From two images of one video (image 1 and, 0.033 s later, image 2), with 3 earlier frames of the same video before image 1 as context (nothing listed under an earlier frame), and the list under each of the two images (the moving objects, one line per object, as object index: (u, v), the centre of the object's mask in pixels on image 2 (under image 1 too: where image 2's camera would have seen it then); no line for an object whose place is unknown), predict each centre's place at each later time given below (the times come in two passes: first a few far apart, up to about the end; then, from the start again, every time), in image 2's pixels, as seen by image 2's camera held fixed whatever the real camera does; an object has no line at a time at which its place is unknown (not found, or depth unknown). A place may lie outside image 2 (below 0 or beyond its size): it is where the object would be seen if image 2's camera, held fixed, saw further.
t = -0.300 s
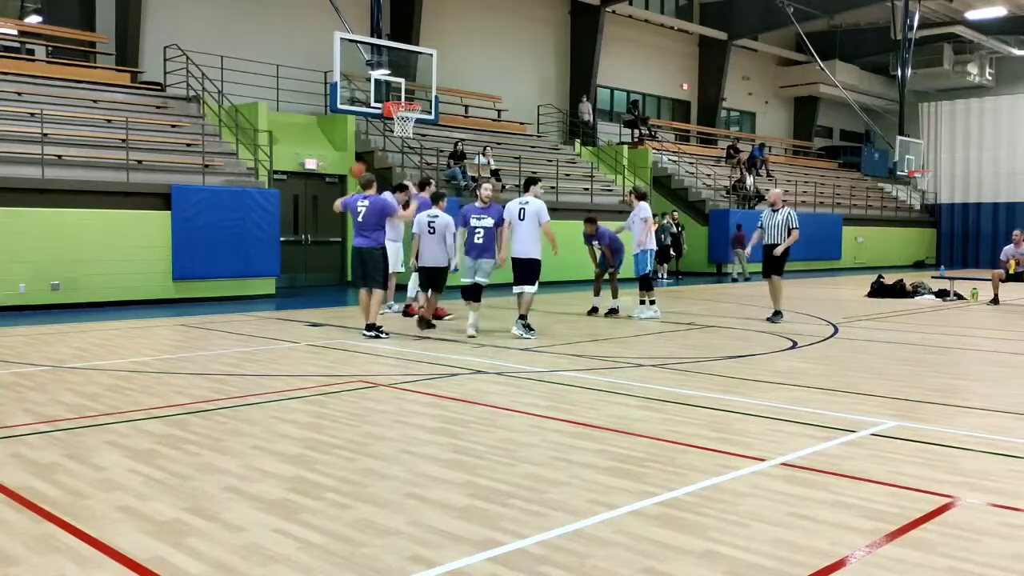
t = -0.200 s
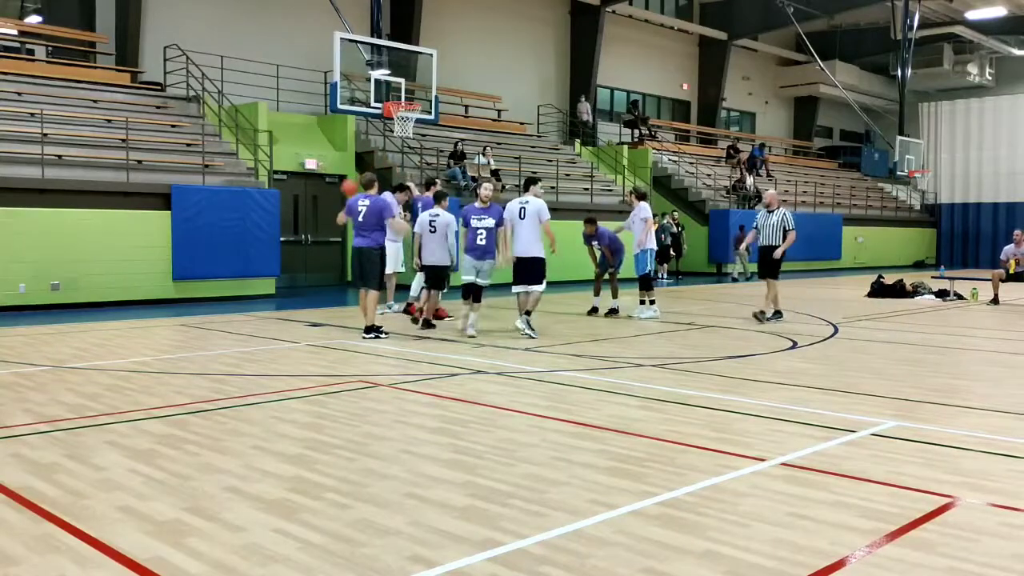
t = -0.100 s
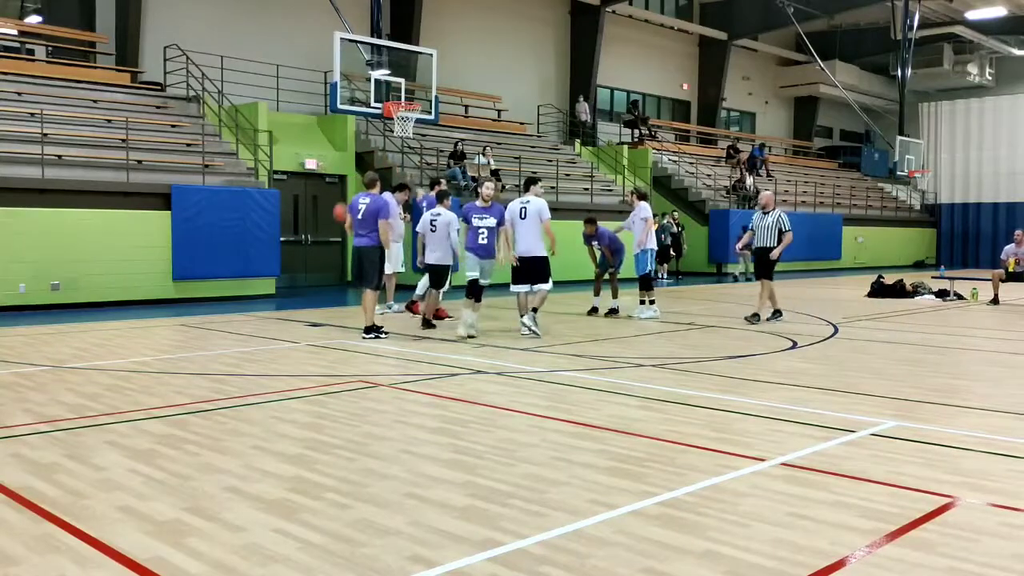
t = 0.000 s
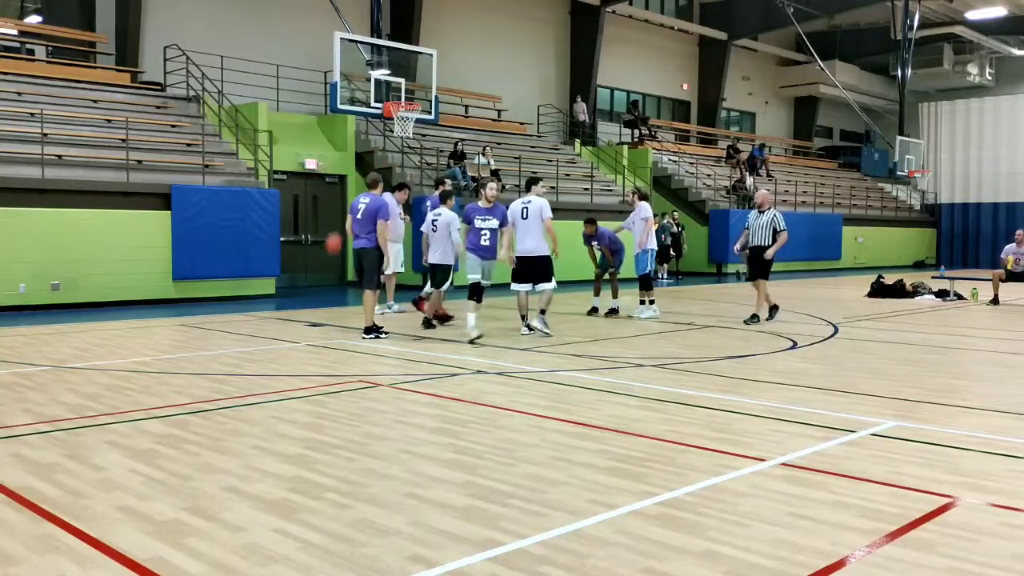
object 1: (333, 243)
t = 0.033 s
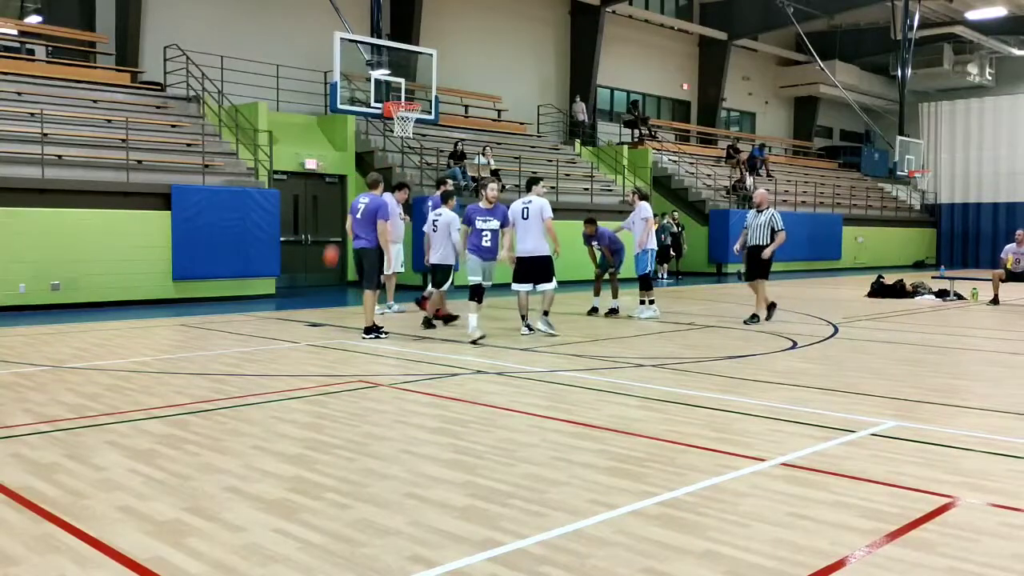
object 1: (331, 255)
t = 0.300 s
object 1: (310, 264)
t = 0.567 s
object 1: (291, 217)
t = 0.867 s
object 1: (268, 221)
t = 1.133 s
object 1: (249, 277)
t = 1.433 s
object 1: (225, 263)
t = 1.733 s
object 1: (202, 248)
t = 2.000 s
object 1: (182, 288)
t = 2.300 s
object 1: (158, 274)
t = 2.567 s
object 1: (139, 274)
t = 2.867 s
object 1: (117, 297)
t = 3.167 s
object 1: (93, 285)
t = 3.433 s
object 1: (73, 303)
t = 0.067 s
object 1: (329, 267)
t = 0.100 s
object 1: (326, 281)
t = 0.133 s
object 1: (323, 295)
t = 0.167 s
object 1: (321, 306)
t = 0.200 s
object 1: (317, 294)
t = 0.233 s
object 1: (315, 283)
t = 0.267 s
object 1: (313, 273)
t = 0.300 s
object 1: (310, 264)
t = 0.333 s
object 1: (308, 256)
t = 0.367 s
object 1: (305, 249)
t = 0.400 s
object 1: (303, 241)
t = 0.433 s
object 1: (301, 234)
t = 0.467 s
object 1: (298, 229)
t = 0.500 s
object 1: (296, 224)
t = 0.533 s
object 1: (293, 221)
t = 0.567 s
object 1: (291, 217)
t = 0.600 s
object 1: (288, 215)
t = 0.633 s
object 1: (286, 212)
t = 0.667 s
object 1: (283, 211)
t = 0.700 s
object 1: (280, 211)
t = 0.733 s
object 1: (278, 211)
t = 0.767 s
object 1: (276, 213)
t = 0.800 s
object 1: (273, 215)
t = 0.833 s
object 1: (271, 218)
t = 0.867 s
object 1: (268, 221)
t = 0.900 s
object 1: (266, 225)
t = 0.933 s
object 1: (264, 231)
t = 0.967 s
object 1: (260, 237)
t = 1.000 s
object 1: (258, 243)
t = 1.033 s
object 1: (255, 251)
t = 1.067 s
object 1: (253, 259)
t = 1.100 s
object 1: (251, 268)
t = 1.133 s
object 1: (249, 277)
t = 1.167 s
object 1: (246, 289)
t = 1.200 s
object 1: (244, 300)
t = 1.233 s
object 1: (241, 308)
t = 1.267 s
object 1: (238, 299)
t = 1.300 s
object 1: (236, 290)
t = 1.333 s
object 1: (233, 282)
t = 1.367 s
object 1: (230, 274)
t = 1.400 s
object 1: (228, 269)
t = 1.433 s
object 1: (225, 263)
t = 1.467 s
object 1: (223, 259)
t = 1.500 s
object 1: (220, 254)
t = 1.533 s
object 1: (218, 251)
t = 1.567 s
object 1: (215, 248)
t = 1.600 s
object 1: (213, 247)
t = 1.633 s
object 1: (210, 246)
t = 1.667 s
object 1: (207, 246)
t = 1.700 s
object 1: (205, 246)
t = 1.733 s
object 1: (202, 248)
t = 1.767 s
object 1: (199, 250)
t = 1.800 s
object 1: (197, 252)
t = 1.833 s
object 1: (194, 257)
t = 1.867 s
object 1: (191, 261)
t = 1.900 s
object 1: (189, 266)
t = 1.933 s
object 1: (187, 273)
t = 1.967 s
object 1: (184, 280)
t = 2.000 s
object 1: (182, 288)
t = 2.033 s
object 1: (180, 298)
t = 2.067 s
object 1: (177, 306)
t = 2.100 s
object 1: (175, 307)
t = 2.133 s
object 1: (172, 299)
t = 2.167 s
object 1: (170, 293)
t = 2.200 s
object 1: (167, 288)
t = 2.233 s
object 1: (163, 283)
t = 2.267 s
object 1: (161, 278)
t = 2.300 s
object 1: (158, 274)
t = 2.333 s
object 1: (156, 271)
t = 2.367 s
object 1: (153, 269)
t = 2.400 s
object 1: (151, 268)
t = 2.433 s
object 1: (149, 268)
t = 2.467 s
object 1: (146, 268)
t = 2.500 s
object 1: (143, 270)
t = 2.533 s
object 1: (141, 272)
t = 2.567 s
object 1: (139, 274)
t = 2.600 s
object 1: (136, 278)
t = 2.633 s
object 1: (133, 282)
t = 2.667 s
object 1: (131, 288)
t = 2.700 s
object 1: (129, 295)
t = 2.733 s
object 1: (125, 301)
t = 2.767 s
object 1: (124, 309)
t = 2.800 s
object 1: (122, 310)
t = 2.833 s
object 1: (119, 301)
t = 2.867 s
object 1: (117, 297)
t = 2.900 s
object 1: (113, 292)
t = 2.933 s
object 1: (111, 289)
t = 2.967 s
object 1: (108, 286)
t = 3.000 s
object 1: (105, 283)
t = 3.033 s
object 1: (103, 282)
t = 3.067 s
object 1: (100, 282)
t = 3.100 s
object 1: (98, 282)
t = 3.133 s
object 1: (95, 282)
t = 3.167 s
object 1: (93, 285)
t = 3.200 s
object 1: (90, 288)
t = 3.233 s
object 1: (87, 291)
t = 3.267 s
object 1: (85, 295)
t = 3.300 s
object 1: (83, 301)
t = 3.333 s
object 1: (80, 306)
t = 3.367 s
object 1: (78, 312)
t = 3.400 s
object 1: (76, 307)
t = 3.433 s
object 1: (73, 303)
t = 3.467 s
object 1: (70, 298)
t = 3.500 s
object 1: (67, 296)
